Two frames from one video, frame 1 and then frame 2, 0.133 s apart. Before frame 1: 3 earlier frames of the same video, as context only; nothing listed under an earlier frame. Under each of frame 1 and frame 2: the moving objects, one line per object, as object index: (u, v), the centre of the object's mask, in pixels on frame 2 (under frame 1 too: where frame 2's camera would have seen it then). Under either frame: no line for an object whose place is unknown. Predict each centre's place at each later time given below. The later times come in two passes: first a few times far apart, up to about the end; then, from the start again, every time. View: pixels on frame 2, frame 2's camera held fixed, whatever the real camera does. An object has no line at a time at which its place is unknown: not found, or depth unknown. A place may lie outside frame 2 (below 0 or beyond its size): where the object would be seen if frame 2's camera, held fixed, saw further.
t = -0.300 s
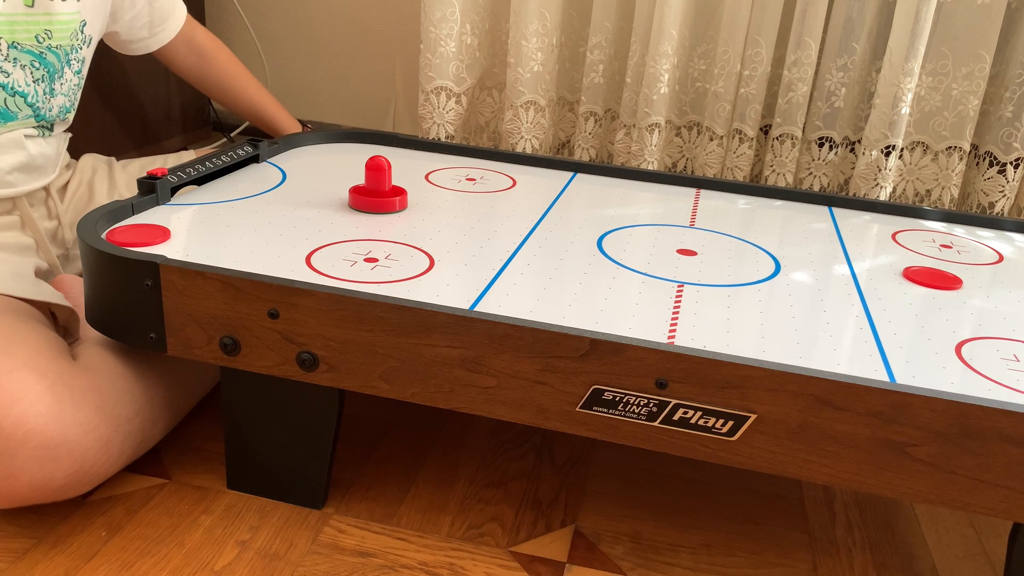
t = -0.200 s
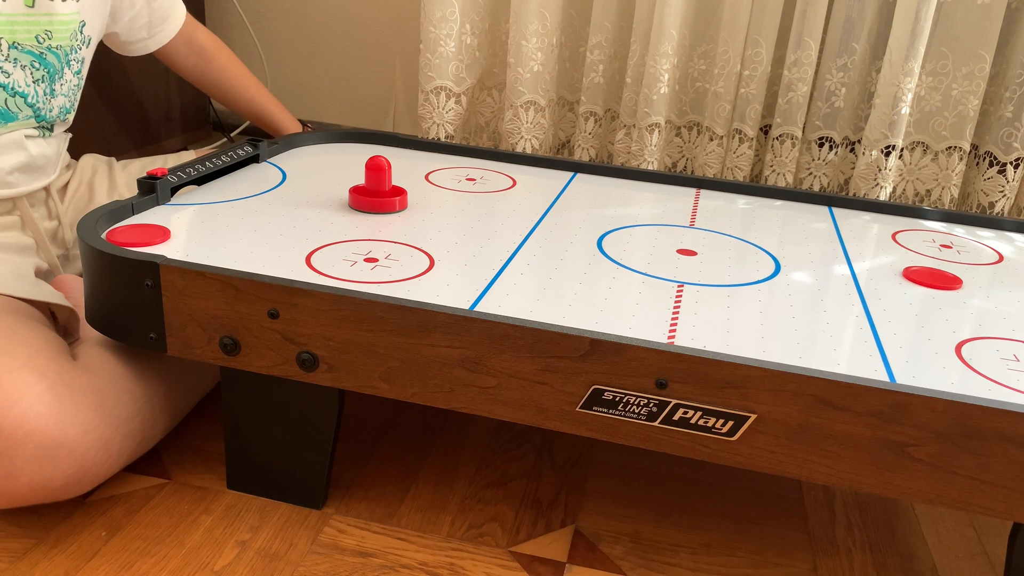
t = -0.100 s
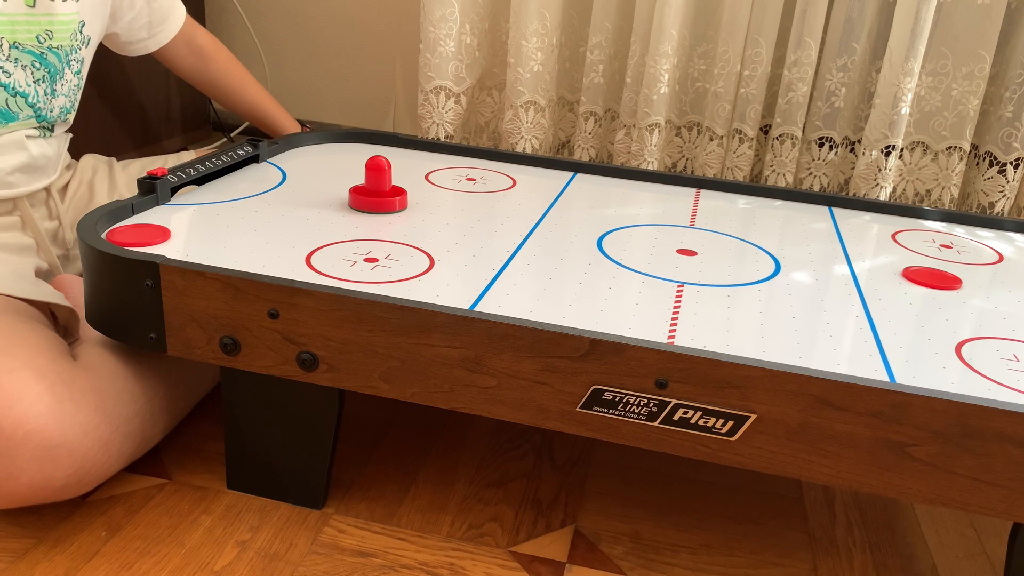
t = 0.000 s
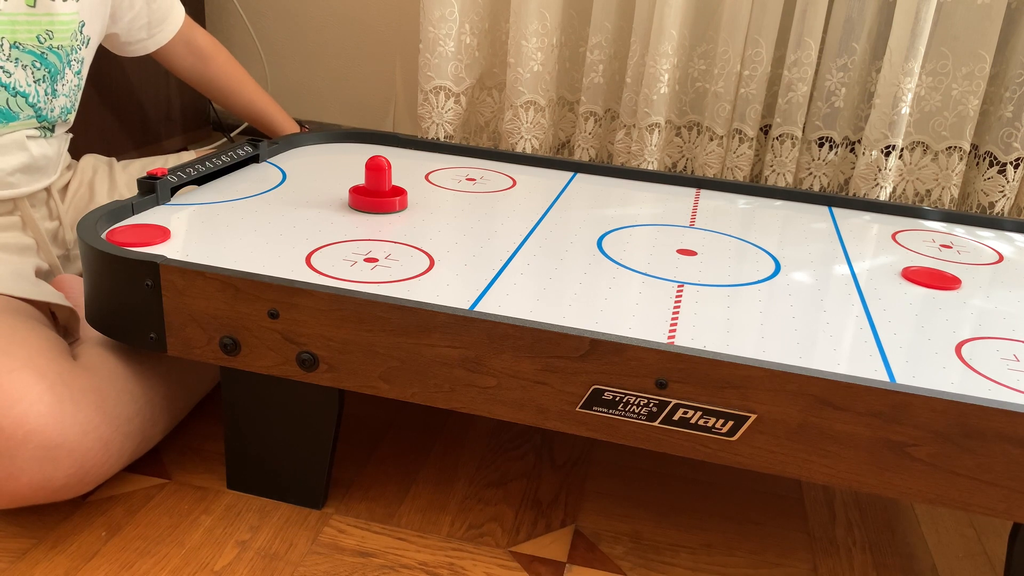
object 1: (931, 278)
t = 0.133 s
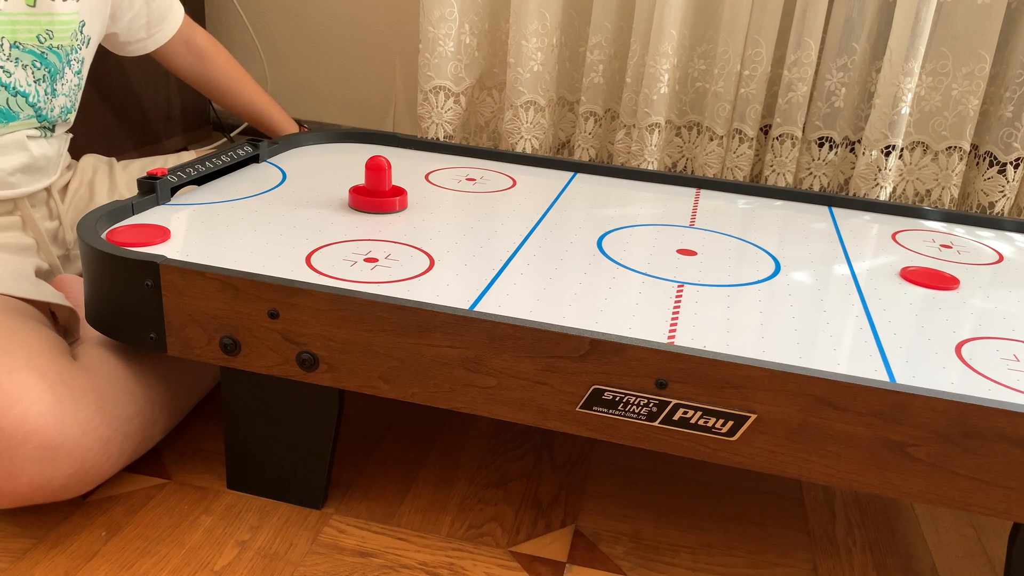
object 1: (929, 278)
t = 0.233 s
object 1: (928, 278)
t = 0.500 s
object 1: (922, 279)
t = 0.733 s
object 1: (914, 279)
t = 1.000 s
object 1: (903, 280)
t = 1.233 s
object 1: (891, 281)
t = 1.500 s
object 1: (875, 283)
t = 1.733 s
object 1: (860, 285)
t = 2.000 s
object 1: (842, 288)
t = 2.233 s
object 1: (826, 290)
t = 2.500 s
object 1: (806, 293)
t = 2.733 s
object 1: (788, 296)
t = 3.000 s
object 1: (766, 299)
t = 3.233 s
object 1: (744, 302)
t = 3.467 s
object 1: (719, 305)
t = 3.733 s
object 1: (686, 309)
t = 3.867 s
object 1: (672, 310)
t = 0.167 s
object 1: (929, 278)
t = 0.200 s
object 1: (929, 278)
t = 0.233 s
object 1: (928, 278)
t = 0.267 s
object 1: (927, 278)
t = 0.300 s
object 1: (927, 278)
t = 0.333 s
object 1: (926, 278)
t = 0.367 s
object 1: (925, 278)
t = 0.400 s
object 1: (924, 278)
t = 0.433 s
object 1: (924, 278)
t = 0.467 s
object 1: (923, 278)
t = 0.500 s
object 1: (922, 279)
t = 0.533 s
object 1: (921, 279)
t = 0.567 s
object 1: (920, 279)
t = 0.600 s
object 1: (919, 279)
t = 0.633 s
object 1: (918, 279)
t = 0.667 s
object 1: (917, 279)
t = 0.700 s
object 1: (915, 279)
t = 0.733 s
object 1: (914, 279)
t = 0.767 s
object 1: (913, 279)
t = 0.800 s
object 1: (912, 279)
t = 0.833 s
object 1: (910, 279)
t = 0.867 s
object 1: (909, 280)
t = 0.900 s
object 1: (908, 280)
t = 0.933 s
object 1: (906, 280)
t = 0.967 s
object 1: (905, 280)
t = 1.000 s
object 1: (903, 280)
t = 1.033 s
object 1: (902, 280)
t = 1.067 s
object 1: (900, 280)
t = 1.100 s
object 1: (898, 280)
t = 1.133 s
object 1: (897, 281)
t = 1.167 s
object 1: (895, 281)
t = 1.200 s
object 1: (893, 281)
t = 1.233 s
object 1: (891, 281)
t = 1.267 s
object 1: (889, 281)
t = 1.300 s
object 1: (887, 281)
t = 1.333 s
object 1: (886, 282)
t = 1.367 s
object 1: (884, 282)
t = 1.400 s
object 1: (882, 282)
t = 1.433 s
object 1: (879, 282)
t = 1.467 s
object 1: (877, 283)
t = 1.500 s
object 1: (875, 283)
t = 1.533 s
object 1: (873, 283)
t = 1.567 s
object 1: (871, 283)
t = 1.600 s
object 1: (869, 284)
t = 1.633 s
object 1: (867, 284)
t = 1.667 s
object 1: (865, 284)
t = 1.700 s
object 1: (862, 285)
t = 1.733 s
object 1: (860, 285)
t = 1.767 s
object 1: (858, 285)
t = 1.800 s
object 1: (856, 285)
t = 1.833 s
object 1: (854, 286)
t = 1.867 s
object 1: (851, 286)
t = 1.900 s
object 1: (849, 287)
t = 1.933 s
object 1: (847, 287)
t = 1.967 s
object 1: (845, 287)
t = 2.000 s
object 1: (842, 288)
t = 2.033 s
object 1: (840, 288)
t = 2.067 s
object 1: (838, 288)
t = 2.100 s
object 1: (836, 289)
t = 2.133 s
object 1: (833, 289)
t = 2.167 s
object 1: (831, 289)
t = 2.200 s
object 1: (828, 290)
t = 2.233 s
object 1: (826, 290)
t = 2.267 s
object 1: (824, 291)
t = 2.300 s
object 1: (821, 291)
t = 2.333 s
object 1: (819, 291)
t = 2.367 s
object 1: (816, 292)
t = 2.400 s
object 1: (814, 292)
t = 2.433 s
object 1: (811, 292)
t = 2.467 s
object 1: (809, 293)
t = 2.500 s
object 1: (806, 293)
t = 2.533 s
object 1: (804, 294)
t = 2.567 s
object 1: (801, 294)
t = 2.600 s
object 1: (798, 294)
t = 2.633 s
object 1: (796, 295)
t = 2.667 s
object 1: (793, 295)
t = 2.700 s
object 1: (790, 295)
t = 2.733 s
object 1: (788, 296)
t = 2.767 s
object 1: (785, 296)
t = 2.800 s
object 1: (782, 297)
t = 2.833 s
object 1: (780, 297)
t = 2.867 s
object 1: (777, 297)
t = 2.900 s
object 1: (774, 298)
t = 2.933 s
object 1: (771, 298)
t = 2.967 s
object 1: (768, 299)
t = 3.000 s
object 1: (766, 299)
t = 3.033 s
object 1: (762, 299)
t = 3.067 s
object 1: (759, 300)
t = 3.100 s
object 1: (756, 300)
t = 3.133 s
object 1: (753, 300)
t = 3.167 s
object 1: (750, 301)
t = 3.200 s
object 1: (747, 301)
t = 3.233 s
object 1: (744, 302)
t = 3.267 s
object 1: (740, 302)
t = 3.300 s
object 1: (737, 303)
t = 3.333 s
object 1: (734, 303)
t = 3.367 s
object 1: (730, 304)
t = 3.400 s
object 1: (726, 304)
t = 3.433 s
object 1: (723, 305)
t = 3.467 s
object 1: (719, 305)
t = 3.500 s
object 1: (715, 306)
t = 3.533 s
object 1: (711, 306)
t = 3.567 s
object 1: (707, 306)
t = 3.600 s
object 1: (703, 307)
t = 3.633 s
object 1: (699, 307)
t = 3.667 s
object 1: (695, 308)
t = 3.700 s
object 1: (691, 308)
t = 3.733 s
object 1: (686, 309)
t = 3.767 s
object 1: (683, 309)
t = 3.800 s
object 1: (679, 309)
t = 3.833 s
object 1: (675, 310)
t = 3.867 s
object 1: (672, 310)
